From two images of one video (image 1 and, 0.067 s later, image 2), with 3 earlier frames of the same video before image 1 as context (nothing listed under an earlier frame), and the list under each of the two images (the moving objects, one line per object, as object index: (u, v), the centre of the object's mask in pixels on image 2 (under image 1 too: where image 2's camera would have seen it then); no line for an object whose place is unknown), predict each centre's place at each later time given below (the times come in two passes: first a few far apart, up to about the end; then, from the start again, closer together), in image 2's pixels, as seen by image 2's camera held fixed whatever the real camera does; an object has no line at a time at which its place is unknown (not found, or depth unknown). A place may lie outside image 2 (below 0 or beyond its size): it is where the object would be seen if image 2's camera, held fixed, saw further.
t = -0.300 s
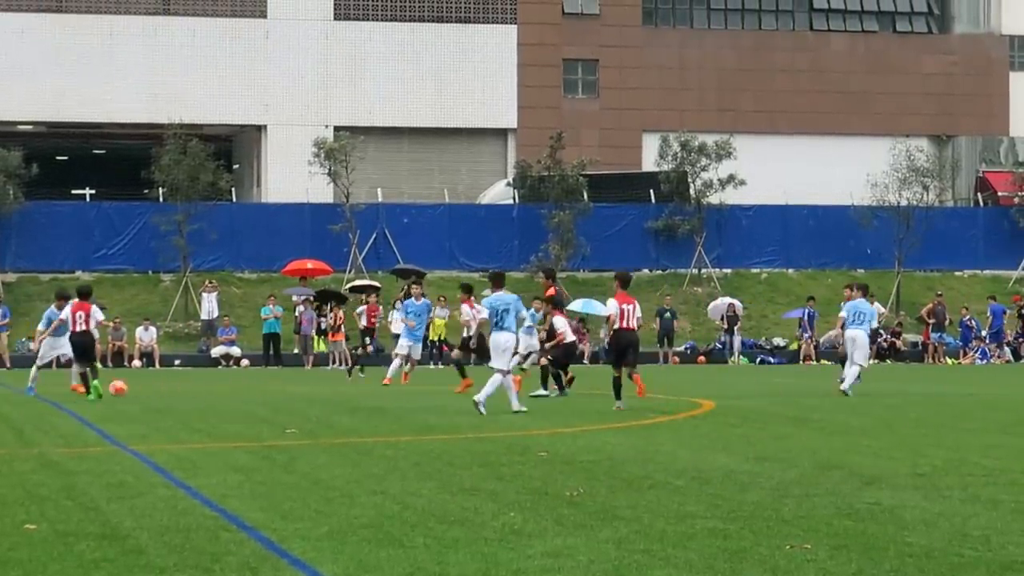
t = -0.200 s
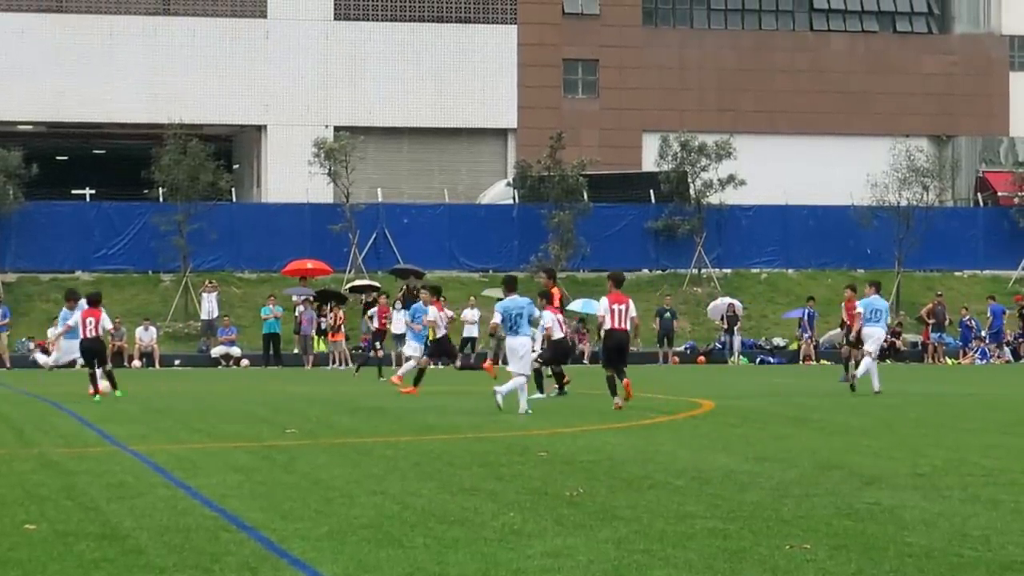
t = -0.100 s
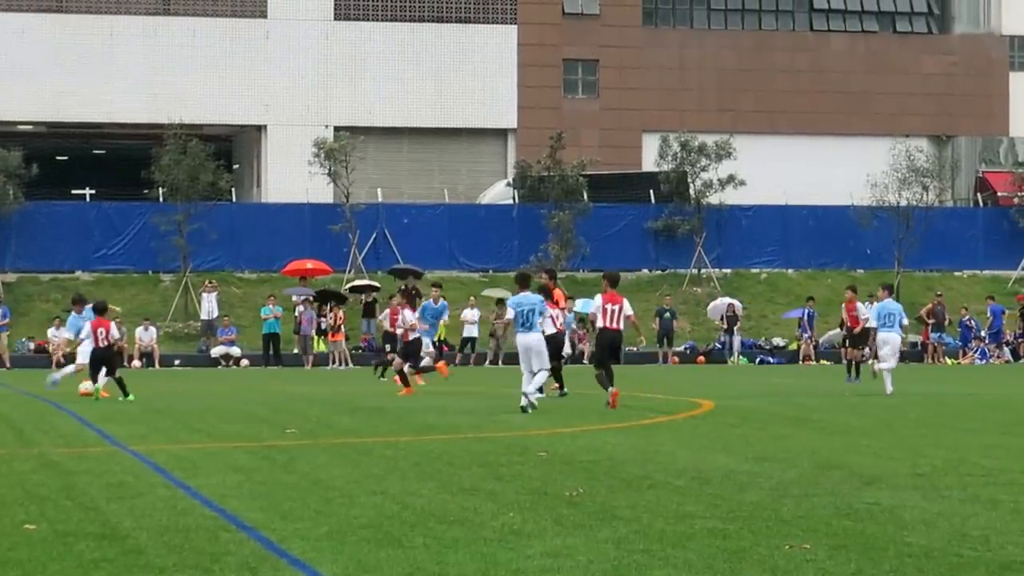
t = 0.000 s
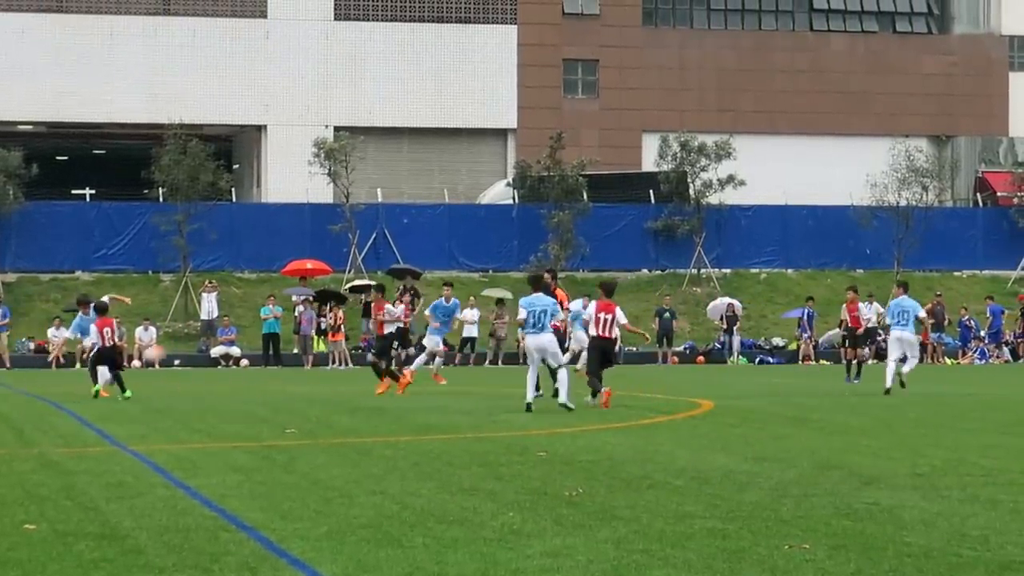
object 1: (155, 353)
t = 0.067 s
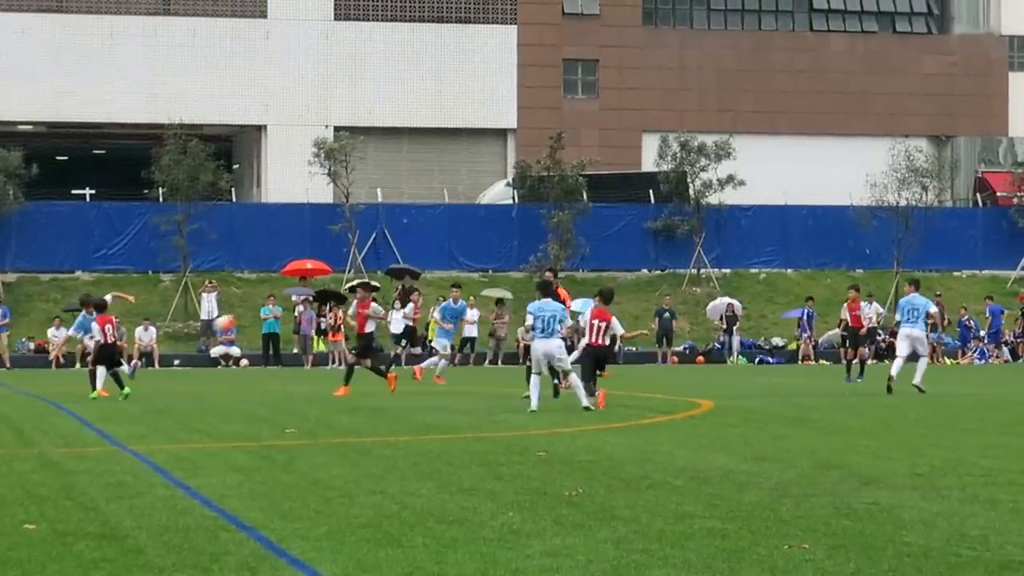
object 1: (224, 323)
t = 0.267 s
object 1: (439, 242)
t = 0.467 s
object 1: (653, 181)
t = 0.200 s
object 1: (367, 266)
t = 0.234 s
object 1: (403, 255)
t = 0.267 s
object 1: (439, 242)
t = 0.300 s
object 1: (475, 231)
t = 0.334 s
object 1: (511, 220)
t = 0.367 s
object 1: (547, 210)
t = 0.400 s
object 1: (581, 199)
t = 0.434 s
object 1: (618, 190)
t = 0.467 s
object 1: (653, 181)
